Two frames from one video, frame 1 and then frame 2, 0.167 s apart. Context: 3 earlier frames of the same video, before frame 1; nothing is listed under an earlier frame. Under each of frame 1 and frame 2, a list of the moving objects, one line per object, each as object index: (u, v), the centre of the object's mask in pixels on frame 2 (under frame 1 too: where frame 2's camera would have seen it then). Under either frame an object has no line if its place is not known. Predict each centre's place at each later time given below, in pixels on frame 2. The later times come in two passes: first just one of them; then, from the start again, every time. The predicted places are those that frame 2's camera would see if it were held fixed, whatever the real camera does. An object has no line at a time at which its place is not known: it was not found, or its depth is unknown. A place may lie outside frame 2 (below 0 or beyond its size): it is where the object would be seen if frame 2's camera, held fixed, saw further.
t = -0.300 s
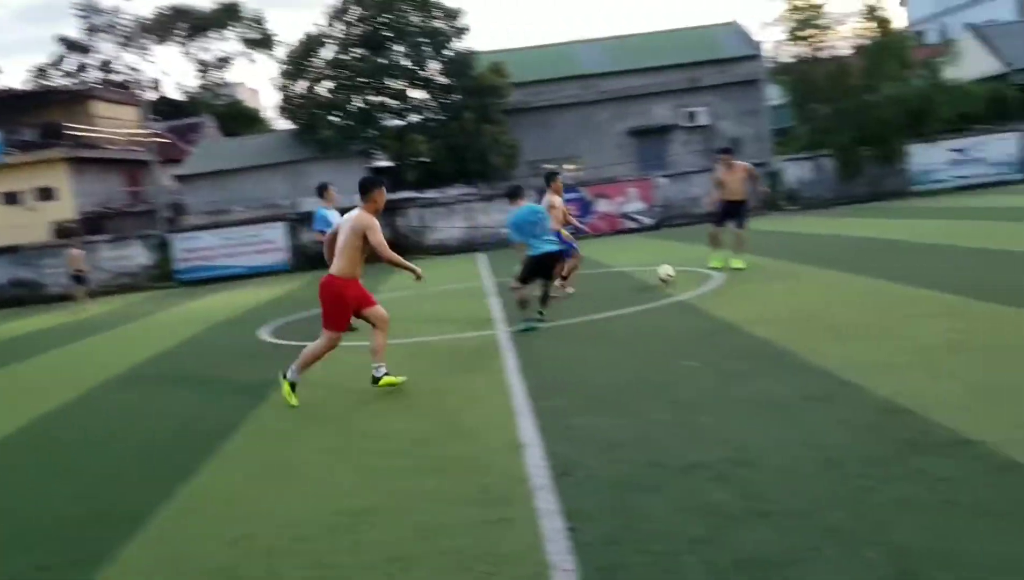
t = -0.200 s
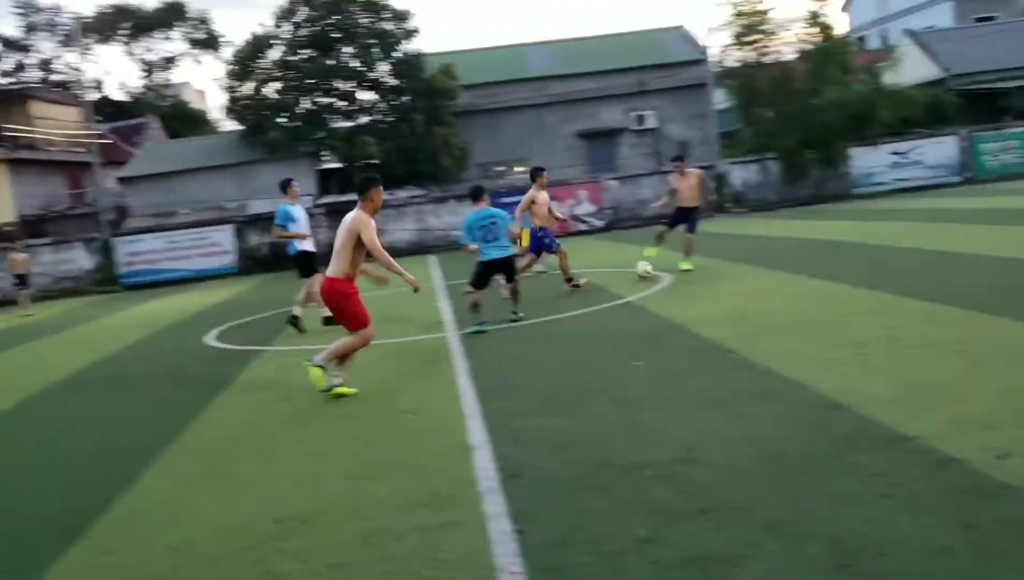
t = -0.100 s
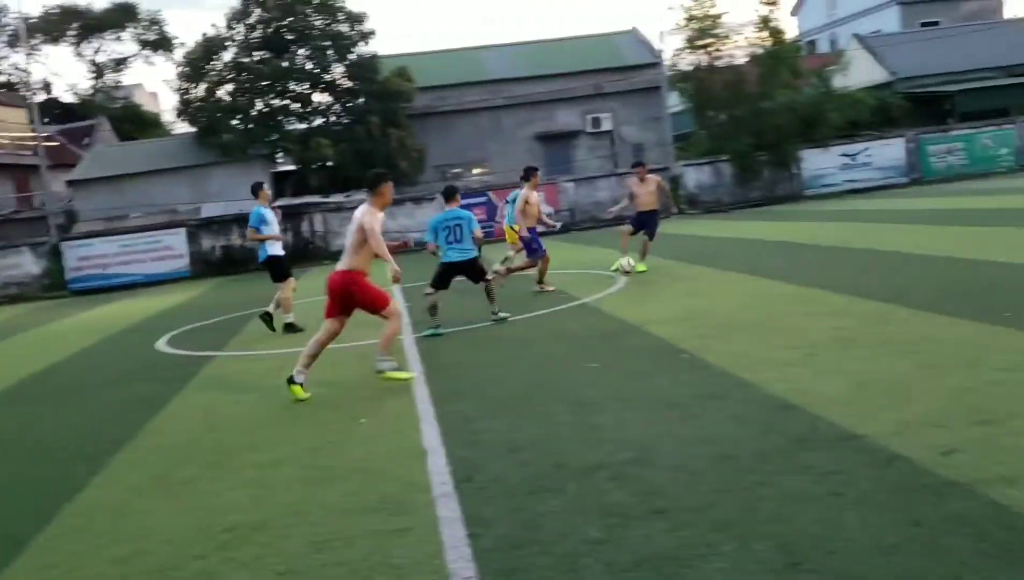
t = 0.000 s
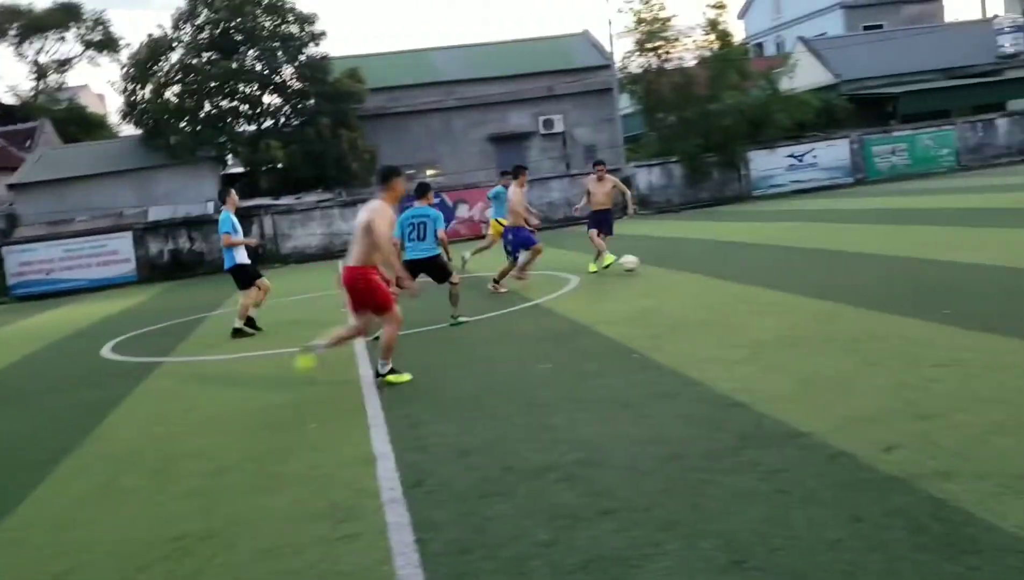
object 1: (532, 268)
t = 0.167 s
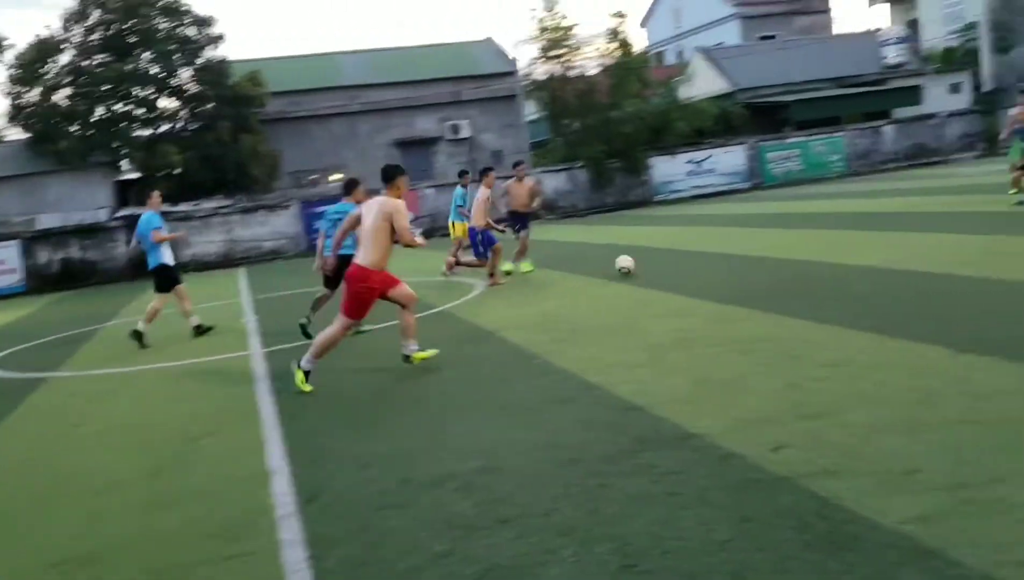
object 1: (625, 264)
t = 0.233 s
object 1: (663, 261)
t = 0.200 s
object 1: (643, 262)
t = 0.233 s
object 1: (663, 261)
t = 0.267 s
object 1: (682, 261)
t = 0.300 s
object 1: (702, 261)
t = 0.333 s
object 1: (720, 257)
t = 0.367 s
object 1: (738, 256)
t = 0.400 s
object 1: (758, 255)
